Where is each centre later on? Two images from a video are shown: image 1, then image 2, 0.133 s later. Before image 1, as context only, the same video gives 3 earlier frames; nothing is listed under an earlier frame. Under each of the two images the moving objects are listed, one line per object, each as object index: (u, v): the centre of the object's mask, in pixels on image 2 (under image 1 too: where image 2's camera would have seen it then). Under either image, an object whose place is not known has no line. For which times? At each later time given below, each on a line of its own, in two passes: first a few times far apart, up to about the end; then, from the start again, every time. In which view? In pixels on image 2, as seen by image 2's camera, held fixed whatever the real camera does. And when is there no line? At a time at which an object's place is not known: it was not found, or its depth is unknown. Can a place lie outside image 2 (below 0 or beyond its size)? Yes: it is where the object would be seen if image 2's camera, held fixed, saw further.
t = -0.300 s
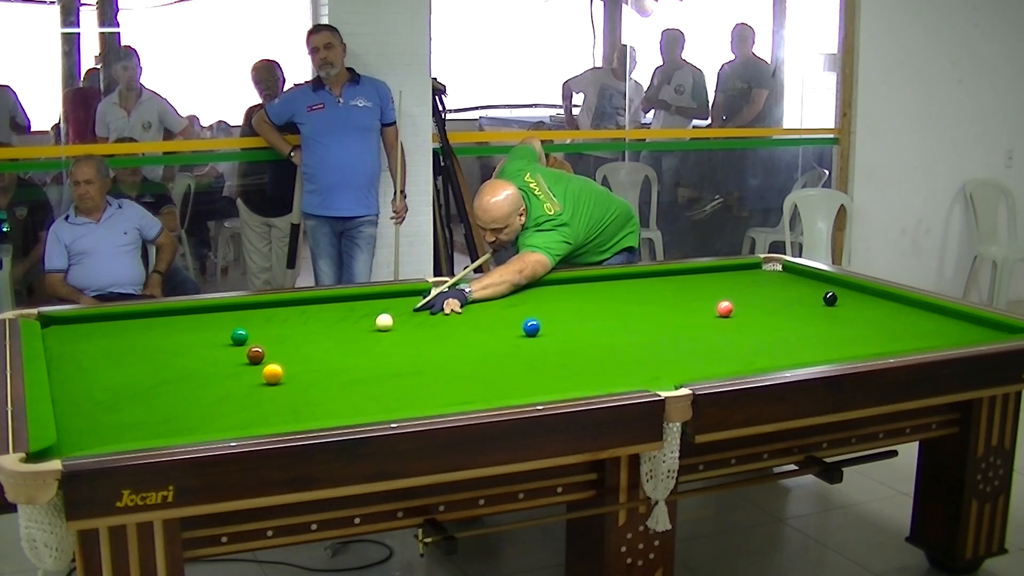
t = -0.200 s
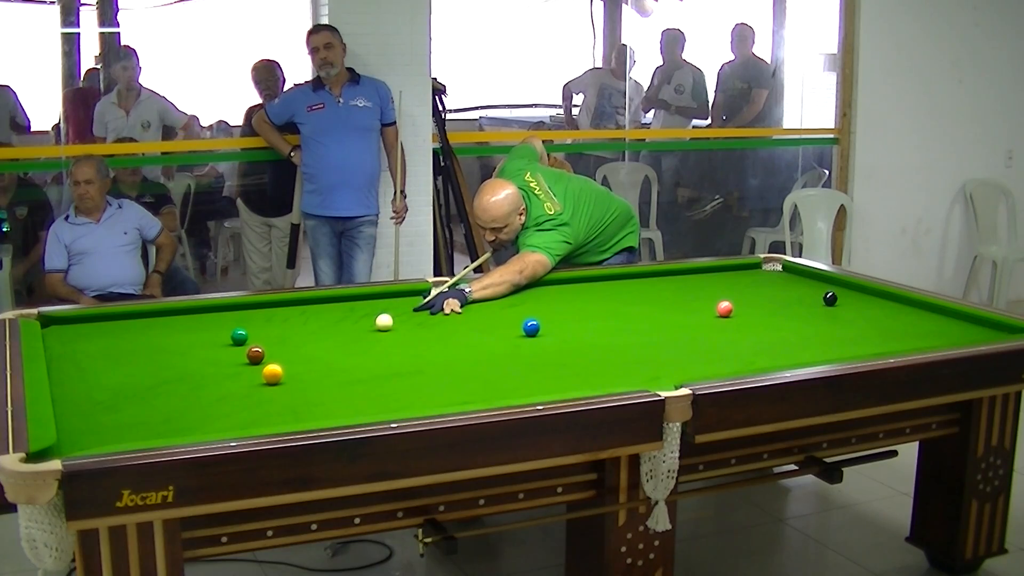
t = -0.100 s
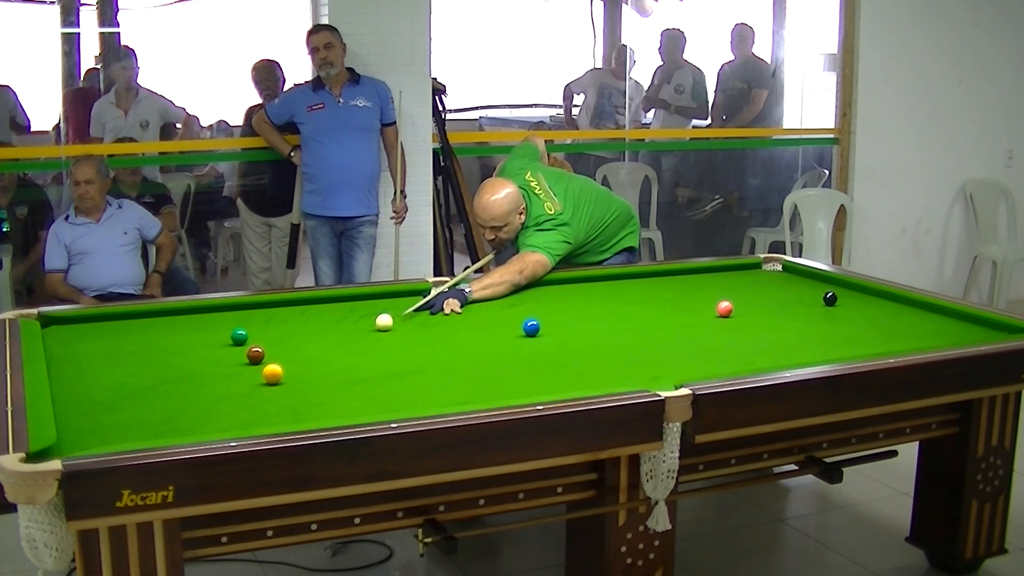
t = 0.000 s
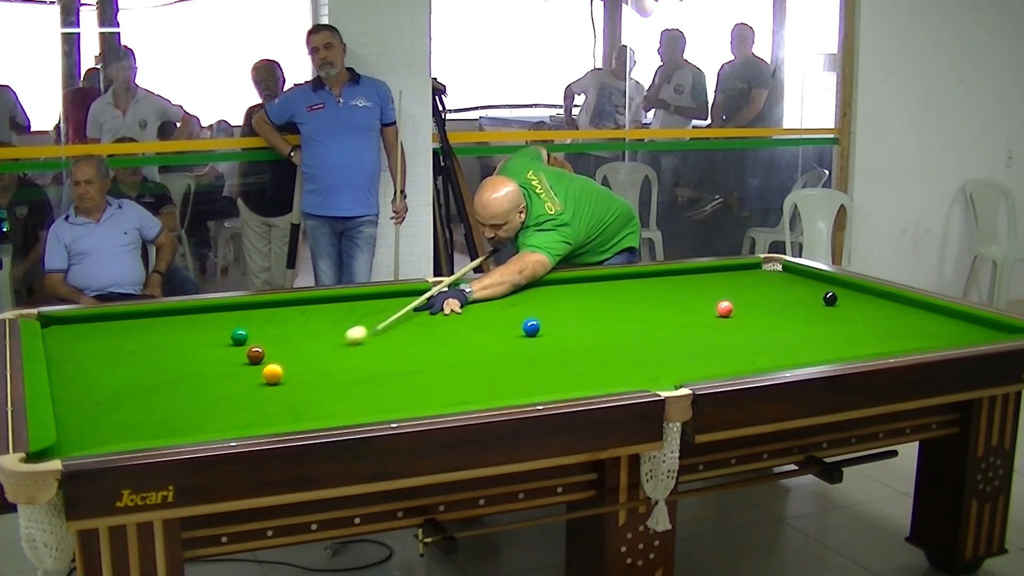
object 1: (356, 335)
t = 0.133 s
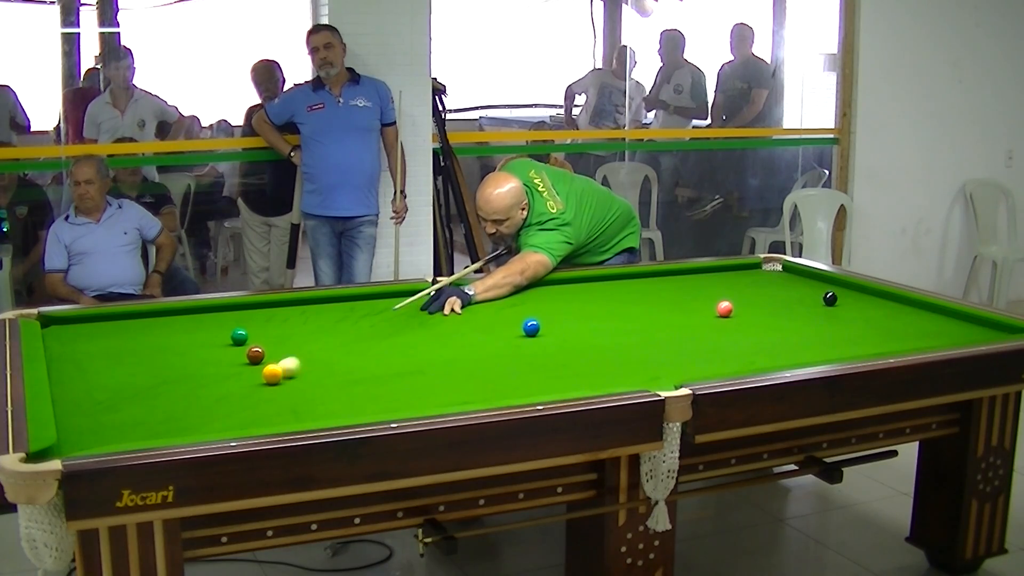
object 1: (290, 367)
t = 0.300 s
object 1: (300, 370)
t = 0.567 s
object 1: (329, 367)
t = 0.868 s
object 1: (357, 364)
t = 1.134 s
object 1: (378, 361)
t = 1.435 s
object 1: (399, 358)
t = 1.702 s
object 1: (415, 356)
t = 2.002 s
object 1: (430, 354)
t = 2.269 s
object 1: (439, 352)
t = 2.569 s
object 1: (448, 351)
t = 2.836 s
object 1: (452, 351)
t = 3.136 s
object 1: (456, 350)
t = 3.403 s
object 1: (456, 350)
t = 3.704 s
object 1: (456, 350)
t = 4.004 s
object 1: (456, 350)
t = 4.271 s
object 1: (456, 350)
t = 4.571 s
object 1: (456, 350)
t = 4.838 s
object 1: (456, 350)
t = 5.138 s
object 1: (456, 350)
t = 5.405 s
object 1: (456, 350)
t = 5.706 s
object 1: (456, 350)
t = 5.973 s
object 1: (456, 350)
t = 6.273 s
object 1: (456, 350)
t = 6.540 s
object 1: (456, 350)
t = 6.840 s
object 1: (456, 350)
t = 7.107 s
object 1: (456, 350)
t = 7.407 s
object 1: (456, 350)
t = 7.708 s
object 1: (456, 350)
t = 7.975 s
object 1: (456, 350)
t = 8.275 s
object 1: (456, 350)
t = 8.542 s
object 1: (456, 350)
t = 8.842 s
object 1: (456, 350)
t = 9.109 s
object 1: (456, 350)
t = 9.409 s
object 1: (456, 350)
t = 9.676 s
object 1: (456, 350)
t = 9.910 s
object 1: (456, 350)
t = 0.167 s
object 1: (287, 370)
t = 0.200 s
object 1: (290, 371)
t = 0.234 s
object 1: (293, 371)
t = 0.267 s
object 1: (297, 371)
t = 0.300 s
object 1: (300, 370)
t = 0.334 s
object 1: (304, 370)
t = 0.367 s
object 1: (308, 369)
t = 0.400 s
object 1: (311, 369)
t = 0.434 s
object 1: (315, 369)
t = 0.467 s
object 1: (318, 368)
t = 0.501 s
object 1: (322, 368)
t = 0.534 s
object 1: (325, 368)
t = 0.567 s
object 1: (329, 367)
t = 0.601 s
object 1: (332, 367)
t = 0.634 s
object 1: (335, 366)
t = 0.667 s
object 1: (339, 366)
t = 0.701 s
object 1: (342, 366)
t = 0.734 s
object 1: (345, 365)
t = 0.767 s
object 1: (348, 365)
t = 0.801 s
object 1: (351, 364)
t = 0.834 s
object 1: (354, 364)
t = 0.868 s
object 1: (357, 364)
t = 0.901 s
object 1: (360, 363)
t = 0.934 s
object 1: (362, 363)
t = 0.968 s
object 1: (365, 363)
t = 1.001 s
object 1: (368, 362)
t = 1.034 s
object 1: (371, 362)
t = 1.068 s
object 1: (373, 362)
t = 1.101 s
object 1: (376, 361)
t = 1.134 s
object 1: (378, 361)
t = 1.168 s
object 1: (381, 361)
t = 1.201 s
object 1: (384, 360)
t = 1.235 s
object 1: (386, 360)
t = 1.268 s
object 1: (388, 360)
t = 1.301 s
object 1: (391, 359)
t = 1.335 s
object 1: (393, 359)
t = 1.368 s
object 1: (395, 359)
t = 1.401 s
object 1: (397, 358)
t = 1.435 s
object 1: (399, 358)
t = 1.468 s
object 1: (402, 358)
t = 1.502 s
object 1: (404, 357)
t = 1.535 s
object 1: (406, 357)
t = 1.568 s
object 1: (408, 357)
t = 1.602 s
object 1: (410, 357)
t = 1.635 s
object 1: (412, 356)
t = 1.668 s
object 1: (414, 356)
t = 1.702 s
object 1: (415, 356)
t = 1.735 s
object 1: (417, 356)
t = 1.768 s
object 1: (419, 355)
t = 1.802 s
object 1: (420, 355)
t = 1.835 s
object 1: (422, 355)
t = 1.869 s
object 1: (424, 355)
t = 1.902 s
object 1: (425, 355)
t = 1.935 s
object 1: (427, 354)
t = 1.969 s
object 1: (428, 354)
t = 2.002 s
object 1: (430, 354)
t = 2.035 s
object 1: (431, 354)
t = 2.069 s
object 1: (432, 353)
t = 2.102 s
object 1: (434, 353)
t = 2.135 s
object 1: (435, 353)
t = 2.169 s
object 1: (436, 353)
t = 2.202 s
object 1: (437, 353)
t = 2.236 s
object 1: (438, 353)
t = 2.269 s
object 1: (439, 352)
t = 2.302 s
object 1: (440, 352)
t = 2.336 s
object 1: (441, 352)
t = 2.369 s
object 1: (442, 352)
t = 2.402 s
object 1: (443, 352)
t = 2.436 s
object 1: (444, 352)
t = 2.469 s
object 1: (445, 352)
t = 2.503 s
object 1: (446, 351)
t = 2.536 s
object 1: (447, 351)
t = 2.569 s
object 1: (448, 351)
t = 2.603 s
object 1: (448, 351)
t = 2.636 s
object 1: (449, 351)
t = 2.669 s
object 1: (450, 351)
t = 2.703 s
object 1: (450, 351)
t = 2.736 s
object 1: (451, 351)
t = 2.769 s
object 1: (451, 351)
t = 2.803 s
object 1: (452, 351)
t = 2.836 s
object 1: (452, 351)
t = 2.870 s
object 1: (453, 350)
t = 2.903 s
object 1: (453, 350)
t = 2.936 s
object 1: (454, 350)
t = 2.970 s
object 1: (454, 350)
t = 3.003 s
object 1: (454, 350)
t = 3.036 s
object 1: (455, 350)
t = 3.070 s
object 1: (455, 350)
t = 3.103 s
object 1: (455, 350)
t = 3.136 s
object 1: (456, 350)
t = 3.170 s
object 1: (456, 350)
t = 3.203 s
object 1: (456, 350)
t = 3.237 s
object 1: (456, 350)
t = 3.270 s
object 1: (456, 350)
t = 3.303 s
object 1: (456, 350)
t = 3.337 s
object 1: (456, 350)
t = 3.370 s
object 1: (456, 350)
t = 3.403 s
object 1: (456, 350)
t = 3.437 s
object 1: (456, 350)
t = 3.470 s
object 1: (456, 350)
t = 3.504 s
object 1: (456, 350)
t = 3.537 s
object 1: (456, 350)
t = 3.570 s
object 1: (456, 350)
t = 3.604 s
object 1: (456, 350)
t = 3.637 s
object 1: (456, 350)
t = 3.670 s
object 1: (456, 350)
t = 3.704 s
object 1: (456, 350)
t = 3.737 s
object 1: (456, 350)
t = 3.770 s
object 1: (456, 350)
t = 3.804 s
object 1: (456, 350)
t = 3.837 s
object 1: (456, 350)
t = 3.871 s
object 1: (456, 350)
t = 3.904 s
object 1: (456, 350)
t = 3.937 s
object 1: (456, 350)
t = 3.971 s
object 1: (456, 350)
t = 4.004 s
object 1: (456, 350)
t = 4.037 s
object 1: (456, 350)
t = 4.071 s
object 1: (456, 350)
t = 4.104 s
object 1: (456, 350)
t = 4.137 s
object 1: (456, 350)
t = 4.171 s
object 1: (456, 350)
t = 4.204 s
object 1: (456, 350)
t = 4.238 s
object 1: (456, 350)
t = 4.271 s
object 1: (456, 350)
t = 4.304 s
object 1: (456, 350)
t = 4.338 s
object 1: (456, 350)
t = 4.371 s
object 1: (456, 350)
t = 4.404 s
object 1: (456, 350)
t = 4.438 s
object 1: (456, 350)
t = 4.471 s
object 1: (456, 350)
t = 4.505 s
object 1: (456, 350)
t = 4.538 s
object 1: (456, 350)
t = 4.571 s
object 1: (456, 350)
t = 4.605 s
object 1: (456, 350)
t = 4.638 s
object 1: (456, 350)
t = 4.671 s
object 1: (456, 350)
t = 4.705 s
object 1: (456, 350)
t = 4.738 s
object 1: (456, 350)
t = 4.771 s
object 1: (456, 350)
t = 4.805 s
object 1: (456, 350)
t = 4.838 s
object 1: (456, 350)
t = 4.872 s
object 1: (456, 350)
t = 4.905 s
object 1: (456, 350)
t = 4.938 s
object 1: (456, 350)
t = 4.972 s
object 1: (456, 350)
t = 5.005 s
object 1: (456, 350)
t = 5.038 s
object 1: (456, 350)
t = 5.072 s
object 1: (456, 350)
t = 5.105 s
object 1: (456, 350)
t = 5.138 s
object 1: (456, 350)
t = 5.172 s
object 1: (456, 350)
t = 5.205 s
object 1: (456, 350)
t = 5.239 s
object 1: (456, 350)
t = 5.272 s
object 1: (456, 350)
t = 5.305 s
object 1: (456, 350)
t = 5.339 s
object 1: (456, 350)
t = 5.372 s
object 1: (456, 350)
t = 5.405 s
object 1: (456, 350)
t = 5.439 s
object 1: (456, 350)
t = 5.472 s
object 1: (456, 350)
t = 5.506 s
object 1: (456, 350)
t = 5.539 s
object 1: (456, 350)
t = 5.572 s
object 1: (456, 350)
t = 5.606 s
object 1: (456, 350)
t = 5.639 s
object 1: (456, 350)
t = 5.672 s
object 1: (456, 350)
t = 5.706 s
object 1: (456, 350)
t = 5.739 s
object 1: (456, 350)
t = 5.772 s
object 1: (456, 350)
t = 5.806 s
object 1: (456, 350)
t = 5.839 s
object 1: (456, 350)
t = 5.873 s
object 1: (456, 350)
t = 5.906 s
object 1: (456, 350)
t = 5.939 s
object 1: (456, 350)
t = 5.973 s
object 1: (456, 350)
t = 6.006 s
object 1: (456, 350)
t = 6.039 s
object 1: (456, 350)
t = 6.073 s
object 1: (456, 350)
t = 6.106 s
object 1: (456, 350)
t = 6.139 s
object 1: (456, 350)
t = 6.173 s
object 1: (456, 350)
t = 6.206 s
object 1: (456, 350)
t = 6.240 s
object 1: (456, 350)
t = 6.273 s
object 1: (456, 350)
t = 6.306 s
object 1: (456, 350)
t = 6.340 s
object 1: (456, 350)
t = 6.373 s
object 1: (456, 350)
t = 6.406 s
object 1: (456, 350)
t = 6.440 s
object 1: (456, 350)
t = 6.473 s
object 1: (456, 350)
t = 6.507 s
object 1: (456, 350)
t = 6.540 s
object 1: (456, 350)
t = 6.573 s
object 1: (456, 350)
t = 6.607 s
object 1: (456, 350)
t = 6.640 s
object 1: (456, 350)
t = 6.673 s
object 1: (456, 350)
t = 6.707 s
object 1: (456, 350)
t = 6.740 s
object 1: (456, 350)
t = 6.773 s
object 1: (456, 350)
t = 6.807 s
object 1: (456, 350)
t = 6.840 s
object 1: (456, 350)
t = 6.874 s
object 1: (456, 350)
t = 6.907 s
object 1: (456, 350)
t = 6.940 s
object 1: (456, 350)
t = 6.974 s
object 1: (456, 350)
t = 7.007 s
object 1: (456, 350)
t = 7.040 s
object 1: (456, 350)
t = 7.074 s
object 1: (456, 350)
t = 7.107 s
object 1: (456, 350)
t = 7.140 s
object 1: (456, 350)
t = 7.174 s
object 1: (456, 350)
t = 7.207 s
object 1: (456, 350)
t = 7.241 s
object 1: (456, 350)
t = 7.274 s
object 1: (456, 350)
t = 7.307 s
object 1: (456, 350)
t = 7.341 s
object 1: (456, 350)
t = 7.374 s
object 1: (456, 350)
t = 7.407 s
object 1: (456, 350)
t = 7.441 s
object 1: (456, 350)
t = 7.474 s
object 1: (456, 350)
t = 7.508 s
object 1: (456, 350)
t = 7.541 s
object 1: (456, 350)
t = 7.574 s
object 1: (456, 350)
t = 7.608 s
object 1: (456, 350)
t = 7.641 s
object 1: (456, 350)
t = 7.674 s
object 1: (456, 350)
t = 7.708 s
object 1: (456, 350)
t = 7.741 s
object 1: (456, 350)
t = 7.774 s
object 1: (456, 350)
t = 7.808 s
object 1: (456, 350)
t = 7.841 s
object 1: (456, 350)
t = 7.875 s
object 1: (456, 350)
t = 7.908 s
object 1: (456, 350)
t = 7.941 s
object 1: (456, 350)
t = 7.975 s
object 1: (456, 350)
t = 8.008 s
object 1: (456, 350)
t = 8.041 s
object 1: (456, 350)
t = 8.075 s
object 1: (456, 350)
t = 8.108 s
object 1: (456, 350)
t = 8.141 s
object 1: (456, 350)
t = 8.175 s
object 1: (456, 350)
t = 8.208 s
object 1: (456, 350)
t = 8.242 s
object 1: (456, 350)
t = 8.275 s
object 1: (456, 350)
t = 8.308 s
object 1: (456, 350)
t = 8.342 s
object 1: (456, 350)
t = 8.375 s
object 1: (456, 350)
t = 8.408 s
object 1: (456, 350)
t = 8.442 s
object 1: (456, 350)
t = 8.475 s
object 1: (456, 350)
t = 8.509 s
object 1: (456, 350)
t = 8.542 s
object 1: (456, 350)
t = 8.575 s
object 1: (456, 350)
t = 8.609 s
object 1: (456, 350)
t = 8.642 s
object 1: (456, 350)
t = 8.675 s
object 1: (456, 350)
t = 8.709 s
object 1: (456, 350)
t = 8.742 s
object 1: (456, 350)
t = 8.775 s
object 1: (456, 350)
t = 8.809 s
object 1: (456, 350)
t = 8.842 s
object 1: (456, 350)
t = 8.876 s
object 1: (456, 350)
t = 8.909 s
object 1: (456, 350)
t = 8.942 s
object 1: (456, 350)
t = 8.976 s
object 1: (456, 350)
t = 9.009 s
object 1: (456, 350)
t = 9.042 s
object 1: (456, 350)
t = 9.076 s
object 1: (456, 350)
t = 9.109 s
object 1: (456, 350)
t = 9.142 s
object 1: (456, 350)
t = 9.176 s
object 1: (456, 350)
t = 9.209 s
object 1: (456, 350)
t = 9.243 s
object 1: (456, 350)
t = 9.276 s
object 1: (456, 350)
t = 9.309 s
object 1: (456, 350)
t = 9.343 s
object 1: (456, 350)
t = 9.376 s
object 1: (456, 350)
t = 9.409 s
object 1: (456, 350)
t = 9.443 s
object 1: (456, 350)
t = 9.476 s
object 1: (456, 350)
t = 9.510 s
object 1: (456, 350)
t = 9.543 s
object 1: (456, 350)
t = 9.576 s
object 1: (456, 350)
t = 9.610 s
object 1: (456, 350)
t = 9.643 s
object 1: (456, 350)
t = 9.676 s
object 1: (456, 350)
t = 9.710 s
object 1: (456, 350)
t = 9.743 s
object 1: (456, 350)
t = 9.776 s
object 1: (456, 350)
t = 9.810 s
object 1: (456, 350)
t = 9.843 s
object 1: (456, 350)
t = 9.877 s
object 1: (456, 350)
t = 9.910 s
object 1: (456, 350)
